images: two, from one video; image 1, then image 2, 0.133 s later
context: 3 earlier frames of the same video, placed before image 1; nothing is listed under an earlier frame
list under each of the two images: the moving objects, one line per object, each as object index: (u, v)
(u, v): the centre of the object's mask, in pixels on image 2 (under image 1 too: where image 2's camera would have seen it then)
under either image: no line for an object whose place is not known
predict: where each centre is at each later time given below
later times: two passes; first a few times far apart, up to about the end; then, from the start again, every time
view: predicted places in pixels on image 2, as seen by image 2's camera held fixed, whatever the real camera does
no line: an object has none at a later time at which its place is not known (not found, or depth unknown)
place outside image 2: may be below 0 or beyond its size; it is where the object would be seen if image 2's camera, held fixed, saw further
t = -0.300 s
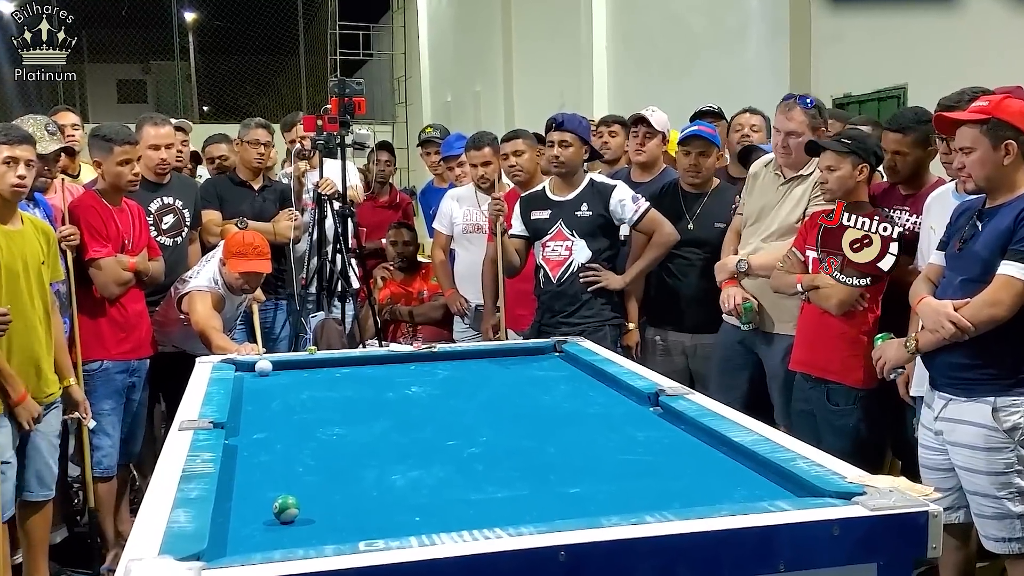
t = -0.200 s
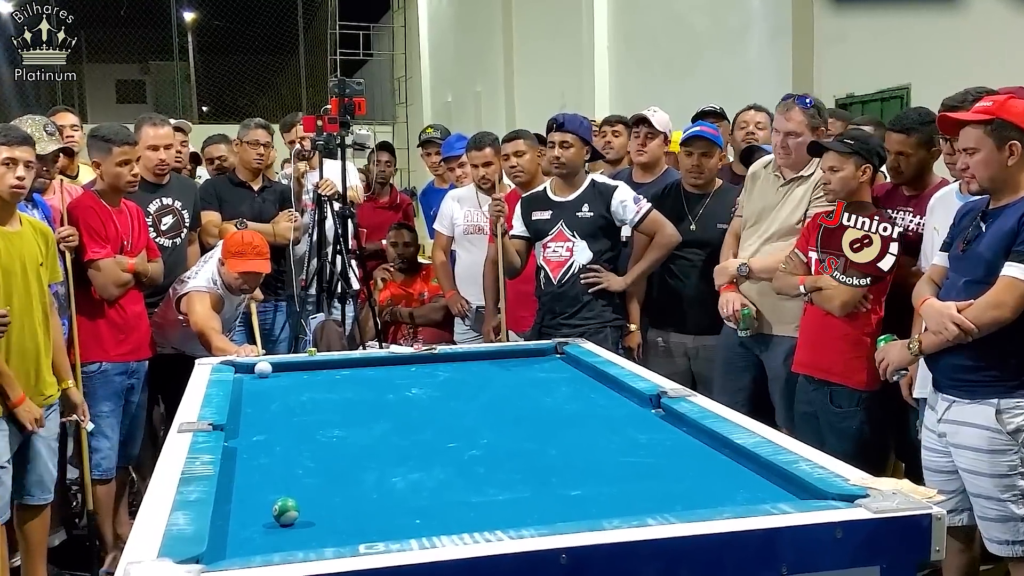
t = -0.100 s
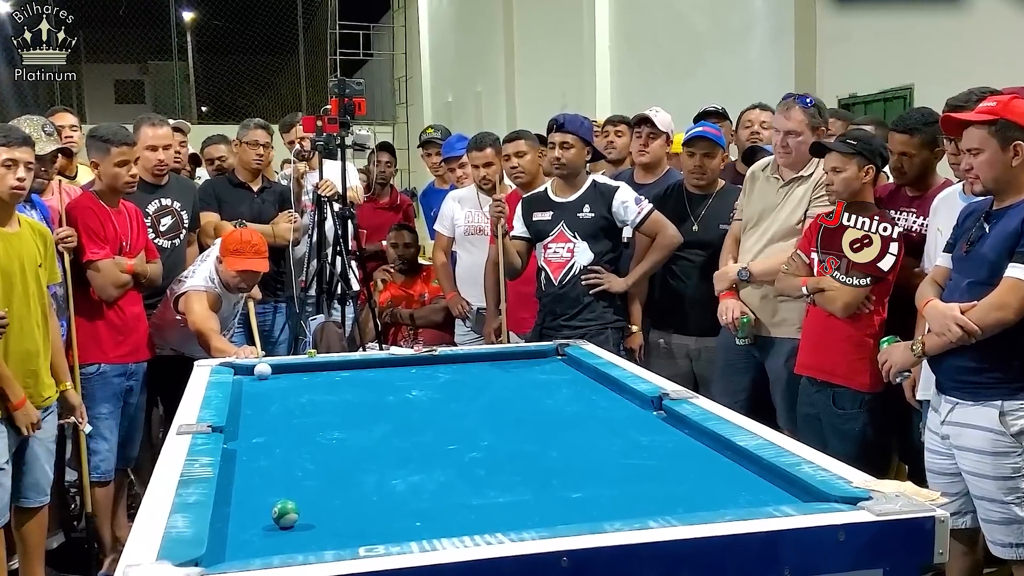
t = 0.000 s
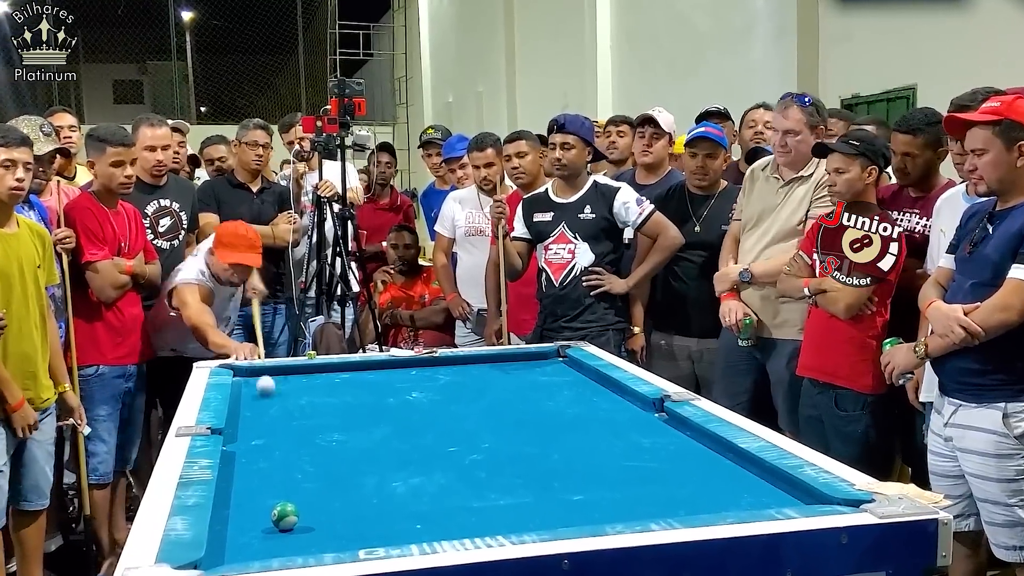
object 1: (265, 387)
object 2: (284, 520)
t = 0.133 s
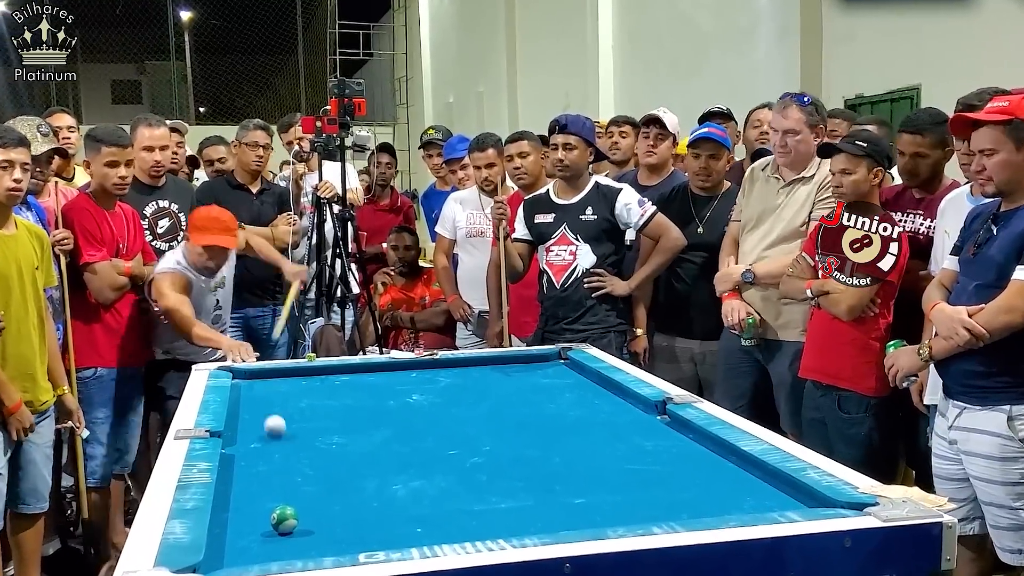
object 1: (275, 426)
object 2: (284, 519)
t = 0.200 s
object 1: (281, 450)
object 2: (284, 519)
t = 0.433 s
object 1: (392, 520)
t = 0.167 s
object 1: (278, 438)
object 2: (284, 519)
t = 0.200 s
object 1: (281, 450)
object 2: (284, 519)
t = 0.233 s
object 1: (285, 465)
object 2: (284, 519)
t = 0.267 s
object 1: (289, 480)
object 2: (284, 518)
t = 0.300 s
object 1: (294, 495)
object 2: (284, 518)
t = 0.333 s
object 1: (308, 508)
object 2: (274, 523)
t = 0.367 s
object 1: (335, 512)
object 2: (243, 546)
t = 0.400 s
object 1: (364, 515)
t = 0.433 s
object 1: (392, 520)
